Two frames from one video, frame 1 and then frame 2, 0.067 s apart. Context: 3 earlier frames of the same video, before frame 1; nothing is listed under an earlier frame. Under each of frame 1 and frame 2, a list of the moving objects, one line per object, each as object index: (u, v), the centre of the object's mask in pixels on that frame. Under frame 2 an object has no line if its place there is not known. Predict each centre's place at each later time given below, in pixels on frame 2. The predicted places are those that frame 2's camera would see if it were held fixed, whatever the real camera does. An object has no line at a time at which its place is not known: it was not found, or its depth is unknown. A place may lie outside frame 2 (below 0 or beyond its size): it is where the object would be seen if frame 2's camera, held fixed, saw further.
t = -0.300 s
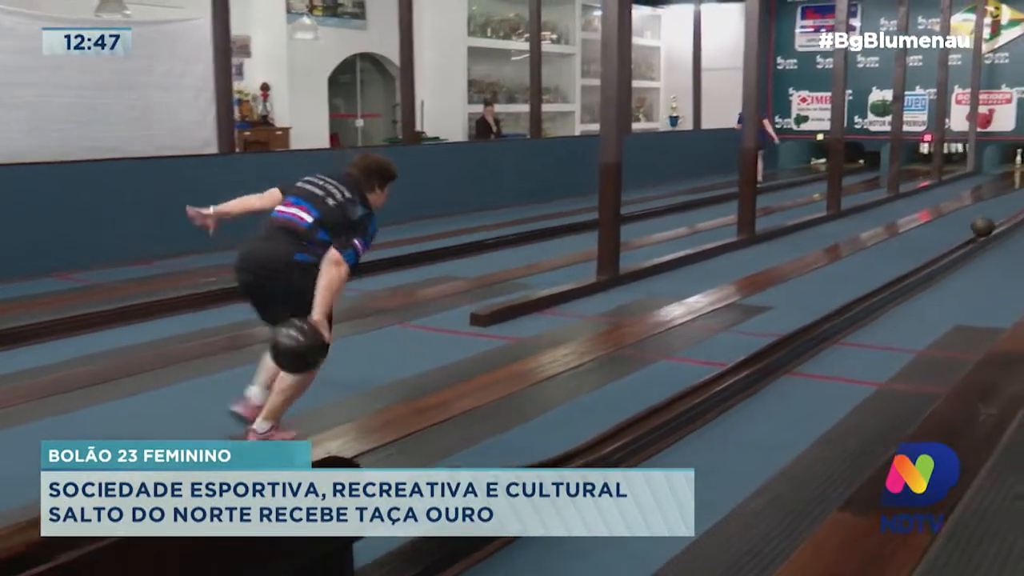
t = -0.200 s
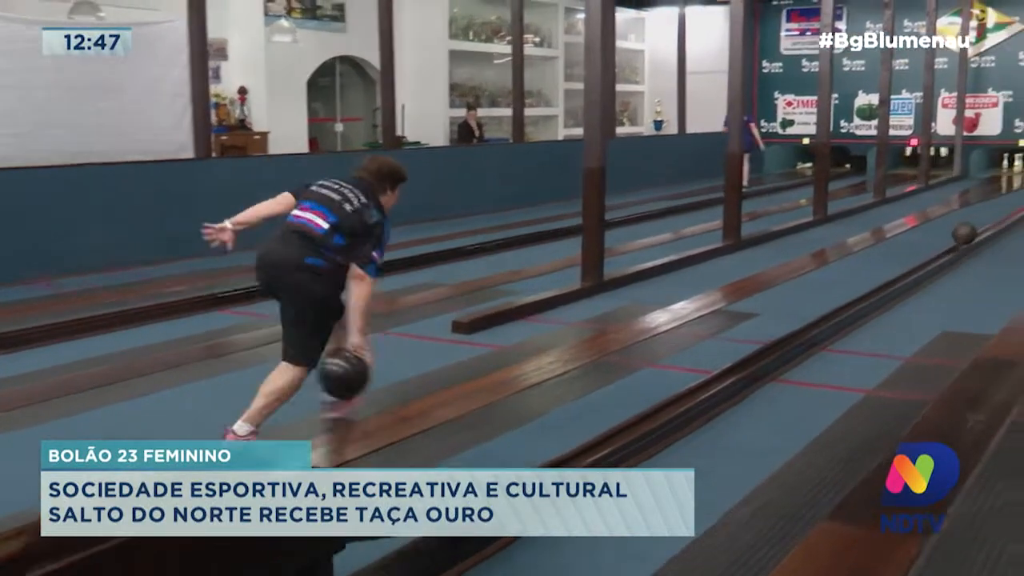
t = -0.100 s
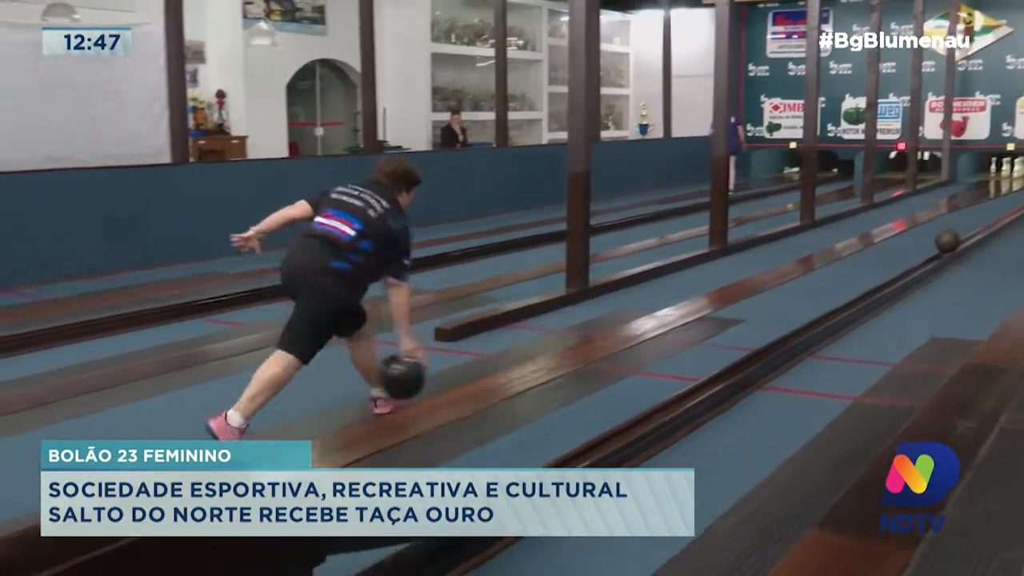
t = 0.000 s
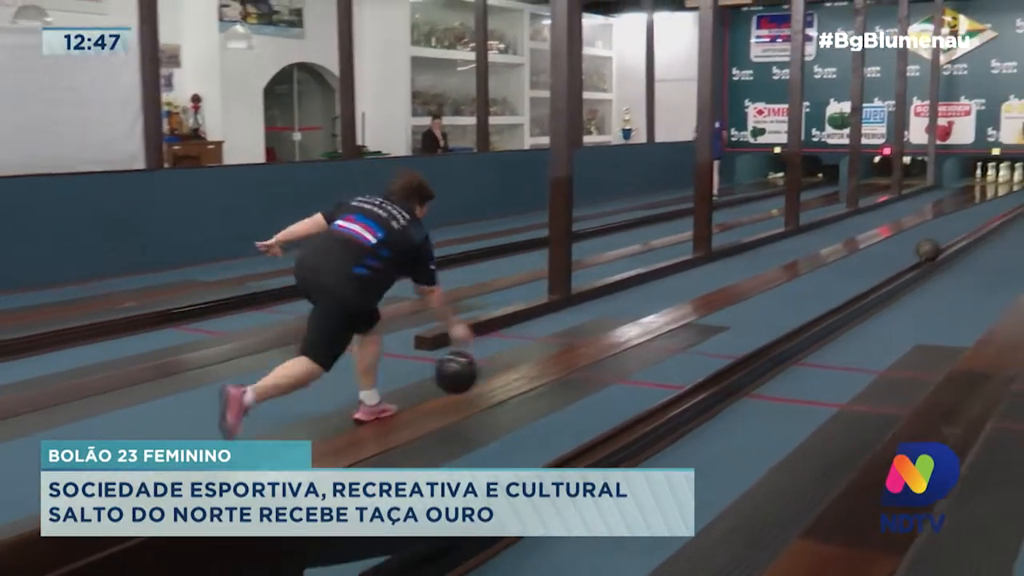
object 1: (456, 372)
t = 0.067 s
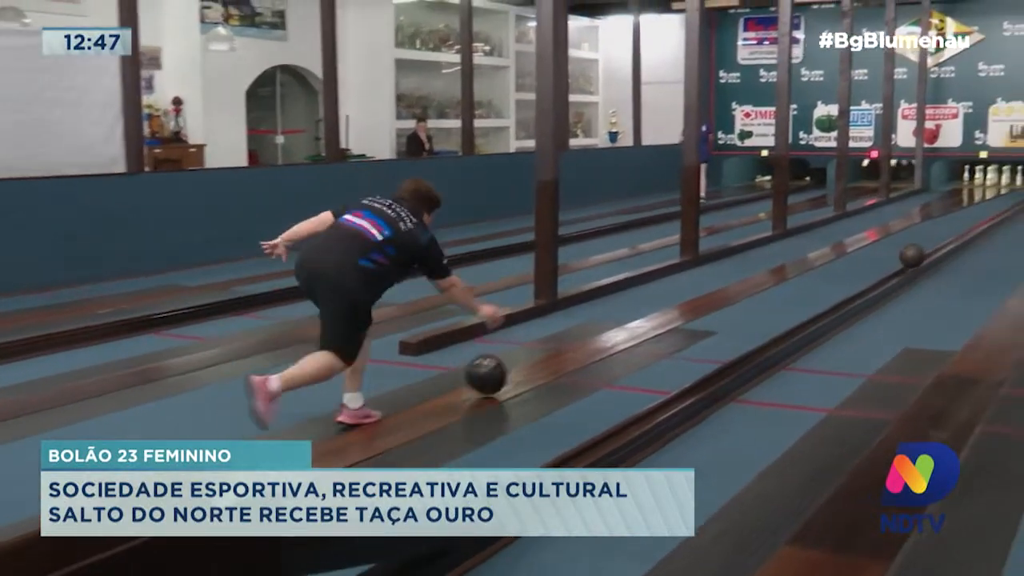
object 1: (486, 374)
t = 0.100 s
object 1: (506, 362)
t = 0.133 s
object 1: (523, 354)
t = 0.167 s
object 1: (541, 346)
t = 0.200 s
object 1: (557, 342)
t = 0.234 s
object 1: (575, 338)
